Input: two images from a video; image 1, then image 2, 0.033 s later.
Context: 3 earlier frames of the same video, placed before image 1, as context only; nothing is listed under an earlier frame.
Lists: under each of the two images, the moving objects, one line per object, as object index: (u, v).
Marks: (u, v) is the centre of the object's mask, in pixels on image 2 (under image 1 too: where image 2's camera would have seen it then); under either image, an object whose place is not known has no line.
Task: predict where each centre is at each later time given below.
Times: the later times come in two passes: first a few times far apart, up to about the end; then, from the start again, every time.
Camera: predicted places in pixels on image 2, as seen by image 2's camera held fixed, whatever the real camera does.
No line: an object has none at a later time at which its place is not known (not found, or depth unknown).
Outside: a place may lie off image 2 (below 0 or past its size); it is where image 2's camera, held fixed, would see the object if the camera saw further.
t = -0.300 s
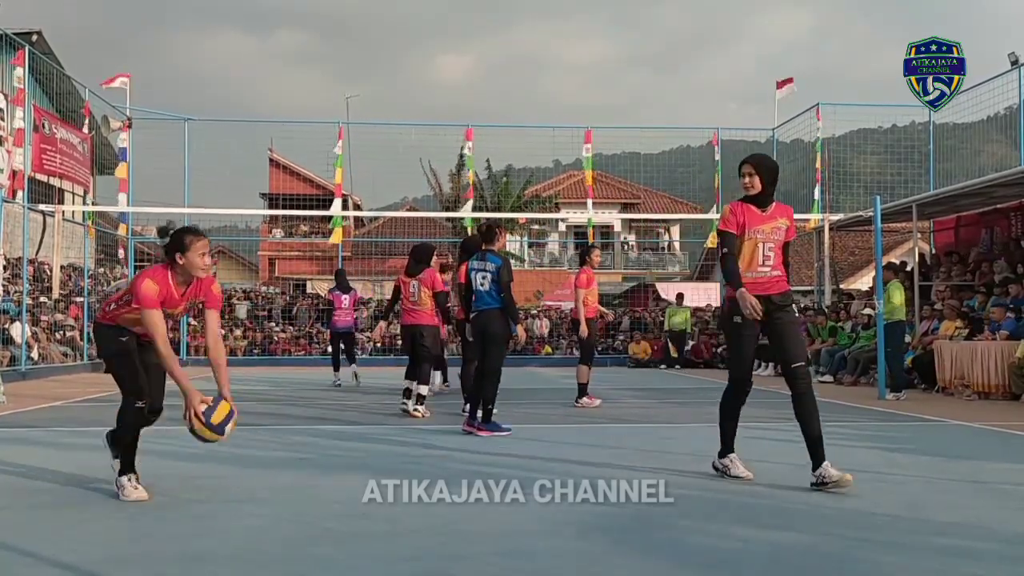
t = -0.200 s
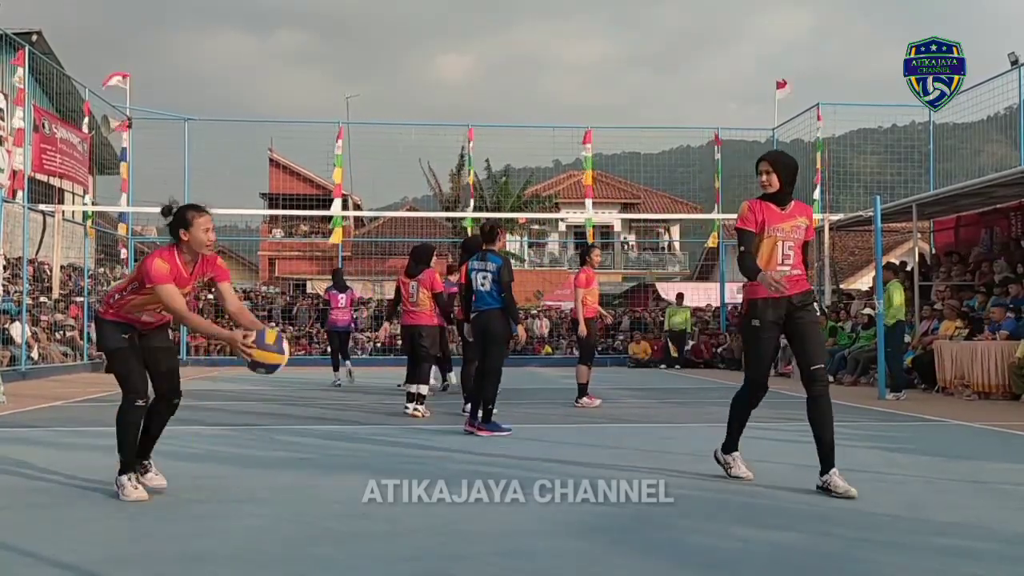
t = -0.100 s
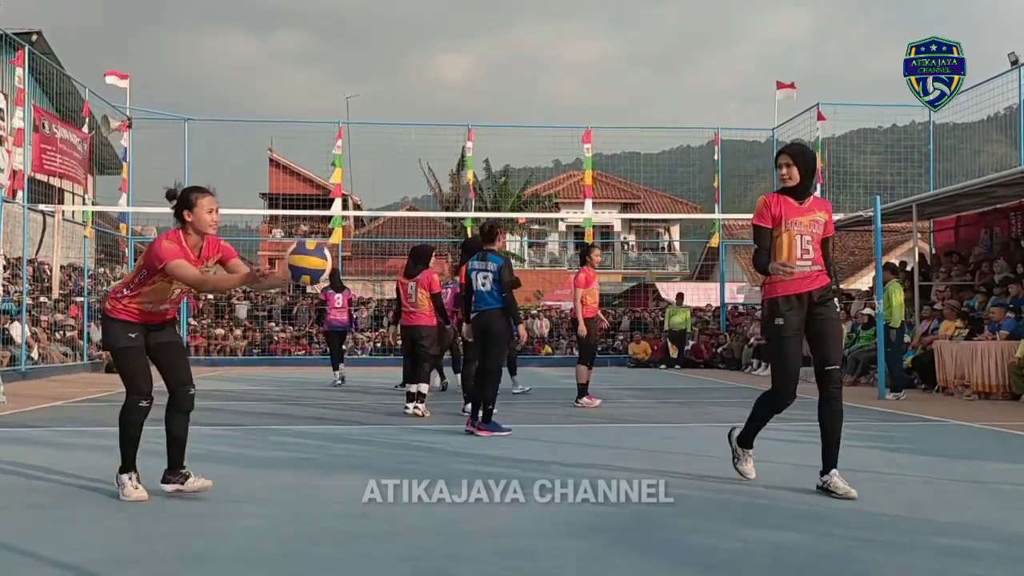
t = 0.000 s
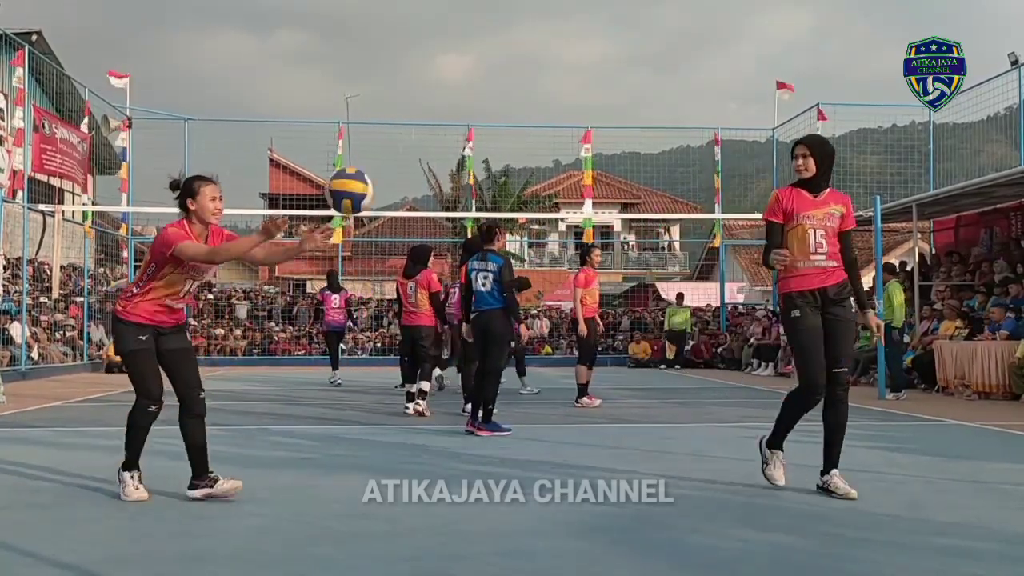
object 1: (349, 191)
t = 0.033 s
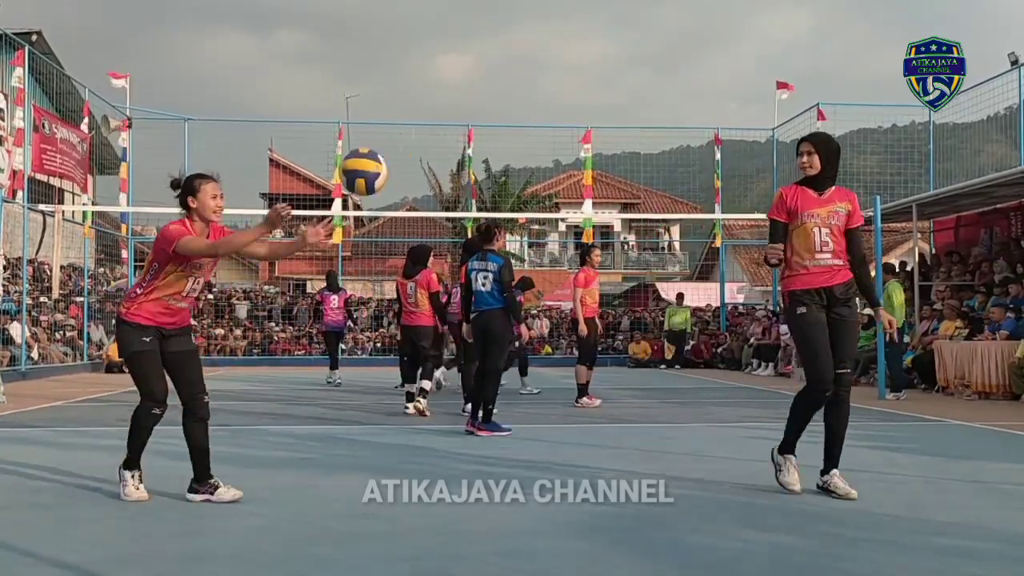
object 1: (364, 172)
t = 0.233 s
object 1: (447, 104)
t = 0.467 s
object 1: (552, 136)
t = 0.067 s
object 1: (377, 155)
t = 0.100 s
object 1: (391, 140)
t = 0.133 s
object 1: (404, 127)
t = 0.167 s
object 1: (419, 117)
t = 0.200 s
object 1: (433, 109)
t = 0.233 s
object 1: (447, 104)
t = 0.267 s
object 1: (462, 100)
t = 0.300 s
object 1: (476, 100)
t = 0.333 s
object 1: (491, 102)
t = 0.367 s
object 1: (506, 106)
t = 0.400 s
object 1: (521, 113)
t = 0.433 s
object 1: (537, 124)
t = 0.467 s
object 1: (552, 136)
